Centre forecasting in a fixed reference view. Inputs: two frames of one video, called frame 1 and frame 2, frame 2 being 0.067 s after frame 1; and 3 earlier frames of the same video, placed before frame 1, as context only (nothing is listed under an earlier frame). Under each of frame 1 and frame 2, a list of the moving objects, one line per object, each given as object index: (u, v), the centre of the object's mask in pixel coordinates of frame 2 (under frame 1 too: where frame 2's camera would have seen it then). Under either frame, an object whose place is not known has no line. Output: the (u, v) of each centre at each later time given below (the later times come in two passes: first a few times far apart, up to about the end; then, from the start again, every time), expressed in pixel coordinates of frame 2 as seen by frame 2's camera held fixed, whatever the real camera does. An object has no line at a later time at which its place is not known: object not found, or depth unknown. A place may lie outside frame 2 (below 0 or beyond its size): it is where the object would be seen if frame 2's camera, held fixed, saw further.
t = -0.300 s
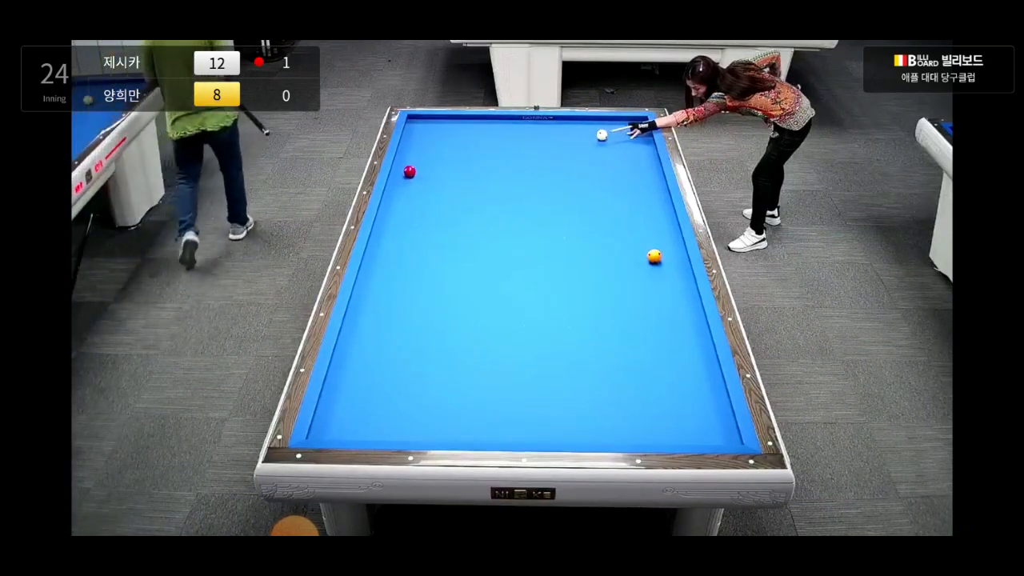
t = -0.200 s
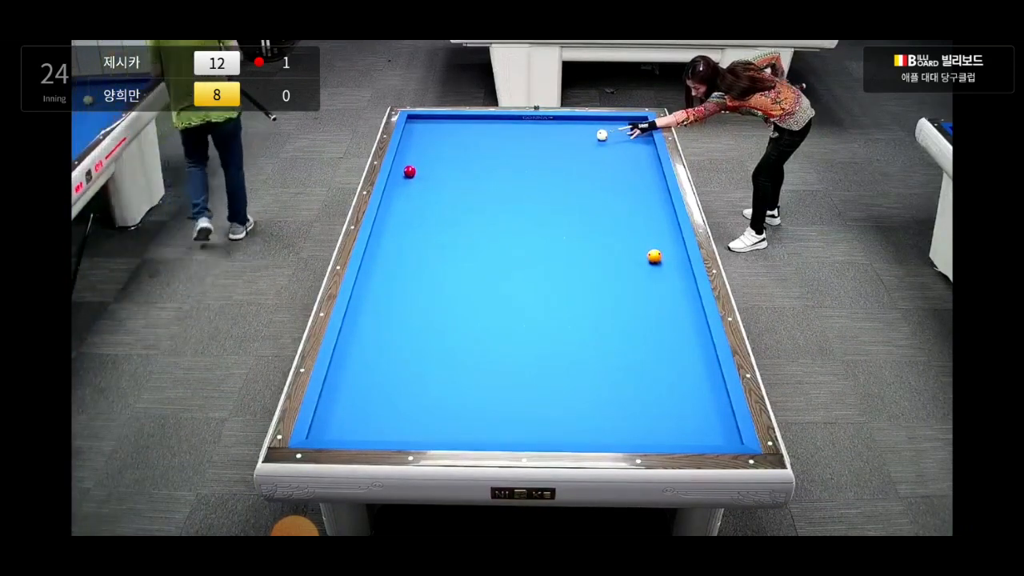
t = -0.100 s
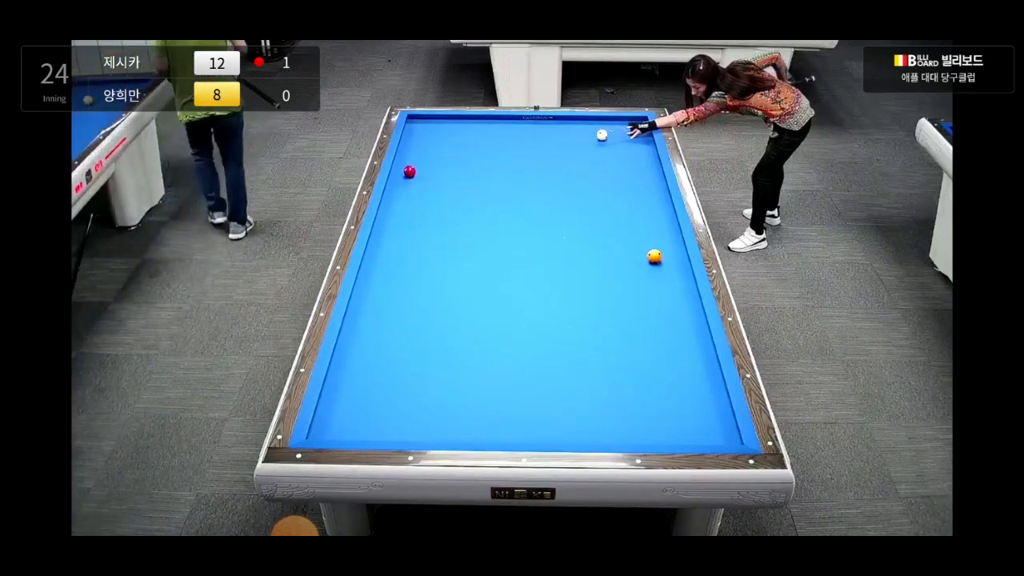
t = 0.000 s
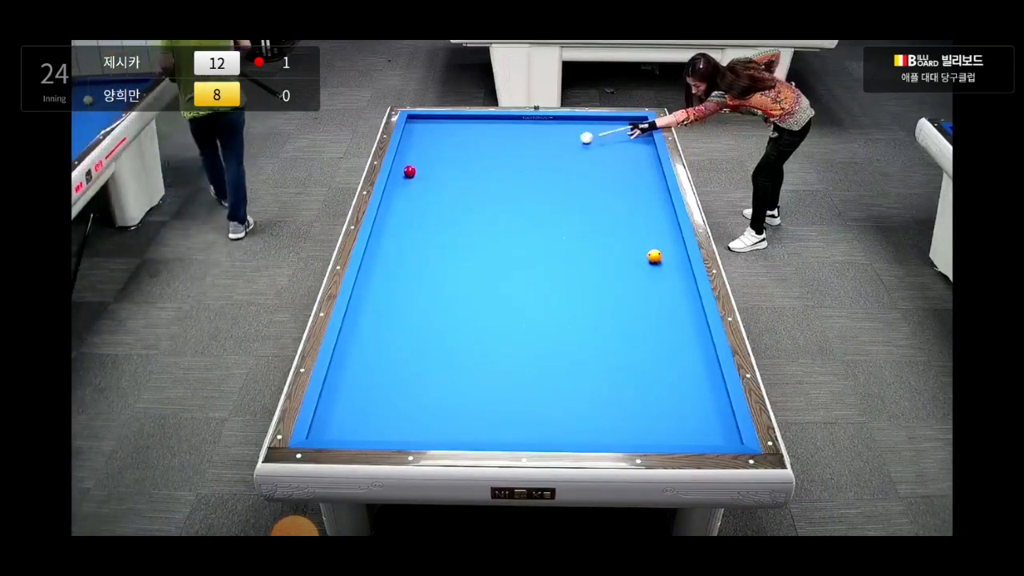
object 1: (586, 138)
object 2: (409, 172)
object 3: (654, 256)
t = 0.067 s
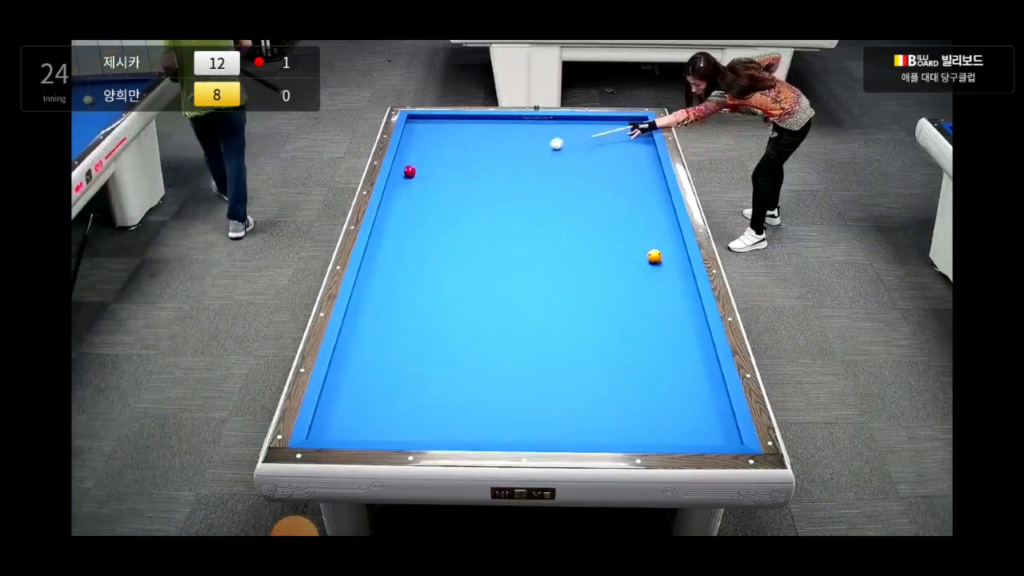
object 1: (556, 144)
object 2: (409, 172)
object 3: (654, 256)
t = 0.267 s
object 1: (470, 161)
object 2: (409, 172)
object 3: (654, 256)
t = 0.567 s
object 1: (408, 191)
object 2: (436, 171)
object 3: (654, 256)
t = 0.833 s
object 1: (387, 221)
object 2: (501, 171)
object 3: (654, 256)
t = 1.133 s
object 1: (400, 261)
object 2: (571, 171)
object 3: (654, 256)
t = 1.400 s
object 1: (412, 302)
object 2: (631, 170)
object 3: (655, 256)
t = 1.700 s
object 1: (429, 355)
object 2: (627, 170)
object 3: (655, 256)
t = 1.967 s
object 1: (447, 411)
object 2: (593, 169)
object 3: (655, 256)
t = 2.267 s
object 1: (488, 410)
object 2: (556, 168)
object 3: (655, 256)
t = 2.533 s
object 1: (530, 380)
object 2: (523, 168)
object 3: (655, 256)
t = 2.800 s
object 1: (568, 352)
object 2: (491, 167)
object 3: (655, 256)
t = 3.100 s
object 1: (607, 324)
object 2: (456, 166)
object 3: (654, 256)
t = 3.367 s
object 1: (638, 302)
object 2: (426, 166)
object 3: (654, 256)
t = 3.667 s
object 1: (669, 279)
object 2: (398, 165)
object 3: (654, 256)
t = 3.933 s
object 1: (676, 261)
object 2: (416, 165)
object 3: (654, 256)
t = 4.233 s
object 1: (659, 244)
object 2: (435, 165)
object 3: (647, 256)
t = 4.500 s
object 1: (648, 230)
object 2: (451, 165)
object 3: (638, 257)
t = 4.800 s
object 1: (637, 216)
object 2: (468, 165)
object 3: (629, 257)
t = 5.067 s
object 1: (628, 204)
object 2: (483, 165)
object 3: (622, 257)
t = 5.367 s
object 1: (619, 191)
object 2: (499, 165)
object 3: (614, 256)
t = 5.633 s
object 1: (611, 181)
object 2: (512, 165)
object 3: (608, 256)
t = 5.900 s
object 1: (603, 172)
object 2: (525, 165)
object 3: (603, 256)
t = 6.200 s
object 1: (595, 162)
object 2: (539, 165)
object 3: (598, 256)
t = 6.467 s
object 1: (589, 153)
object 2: (551, 165)
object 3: (594, 256)
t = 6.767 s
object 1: (583, 145)
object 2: (564, 165)
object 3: (590, 256)
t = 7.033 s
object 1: (577, 137)
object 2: (574, 165)
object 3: (587, 256)
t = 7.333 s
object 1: (571, 130)
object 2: (586, 165)
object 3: (585, 256)
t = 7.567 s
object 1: (567, 124)
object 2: (594, 164)
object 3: (584, 256)
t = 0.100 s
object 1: (541, 147)
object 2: (409, 172)
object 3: (654, 256)
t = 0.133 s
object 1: (527, 150)
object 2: (409, 172)
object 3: (654, 256)
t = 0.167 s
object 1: (512, 153)
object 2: (409, 172)
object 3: (654, 256)
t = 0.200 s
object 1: (498, 156)
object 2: (409, 172)
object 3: (654, 256)
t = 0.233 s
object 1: (484, 159)
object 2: (409, 172)
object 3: (654, 256)
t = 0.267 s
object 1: (470, 161)
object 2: (409, 172)
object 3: (654, 256)
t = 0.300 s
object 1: (456, 164)
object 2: (409, 172)
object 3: (654, 256)
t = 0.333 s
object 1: (441, 167)
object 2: (409, 172)
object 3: (654, 256)
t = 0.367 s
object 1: (427, 170)
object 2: (409, 172)
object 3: (654, 256)
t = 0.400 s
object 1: (420, 174)
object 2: (401, 172)
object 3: (654, 256)
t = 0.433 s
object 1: (419, 177)
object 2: (398, 172)
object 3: (654, 256)
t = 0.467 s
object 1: (417, 181)
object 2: (408, 171)
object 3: (654, 256)
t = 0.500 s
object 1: (414, 184)
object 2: (418, 171)
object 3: (654, 256)
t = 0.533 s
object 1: (411, 187)
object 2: (427, 171)
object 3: (654, 256)
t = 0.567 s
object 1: (408, 191)
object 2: (436, 171)
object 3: (654, 256)
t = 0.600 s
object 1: (404, 194)
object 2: (445, 171)
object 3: (654, 256)
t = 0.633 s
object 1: (399, 198)
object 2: (454, 171)
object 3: (654, 256)
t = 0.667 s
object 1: (395, 202)
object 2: (462, 171)
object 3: (654, 256)
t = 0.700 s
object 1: (390, 205)
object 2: (470, 171)
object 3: (654, 256)
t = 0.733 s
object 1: (384, 209)
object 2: (478, 171)
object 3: (654, 256)
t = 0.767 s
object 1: (384, 213)
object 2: (485, 171)
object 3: (654, 256)
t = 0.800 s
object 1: (386, 217)
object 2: (493, 171)
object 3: (654, 256)
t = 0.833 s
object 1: (387, 221)
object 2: (501, 171)
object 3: (654, 256)
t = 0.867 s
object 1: (389, 225)
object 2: (509, 171)
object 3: (654, 256)
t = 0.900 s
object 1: (390, 229)
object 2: (516, 171)
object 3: (654, 256)
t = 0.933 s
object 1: (391, 234)
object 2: (524, 171)
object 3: (654, 256)
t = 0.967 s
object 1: (392, 238)
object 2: (532, 171)
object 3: (654, 256)
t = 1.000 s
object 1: (394, 243)
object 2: (540, 171)
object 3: (654, 256)
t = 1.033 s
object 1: (395, 247)
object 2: (547, 171)
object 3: (654, 256)
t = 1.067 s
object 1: (397, 252)
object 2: (555, 171)
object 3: (654, 256)
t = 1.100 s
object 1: (398, 256)
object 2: (563, 171)
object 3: (654, 256)
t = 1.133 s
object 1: (400, 261)
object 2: (571, 171)
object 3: (654, 256)
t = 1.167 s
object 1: (401, 266)
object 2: (578, 171)
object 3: (655, 256)
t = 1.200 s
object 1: (403, 271)
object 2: (586, 170)
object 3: (655, 256)
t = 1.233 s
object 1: (404, 276)
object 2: (593, 170)
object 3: (655, 256)
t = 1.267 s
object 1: (406, 281)
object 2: (601, 170)
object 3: (655, 256)
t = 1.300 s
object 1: (407, 286)
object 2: (609, 170)
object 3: (655, 256)
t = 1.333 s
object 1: (409, 291)
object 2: (616, 170)
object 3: (655, 256)
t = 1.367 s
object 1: (411, 296)
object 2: (623, 170)
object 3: (655, 256)
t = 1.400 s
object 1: (412, 302)
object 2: (631, 170)
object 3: (655, 256)
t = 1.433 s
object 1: (414, 308)
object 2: (639, 170)
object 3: (655, 256)
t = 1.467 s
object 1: (416, 313)
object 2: (646, 170)
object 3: (655, 256)
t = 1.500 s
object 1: (418, 319)
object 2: (654, 170)
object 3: (655, 256)
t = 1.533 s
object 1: (419, 325)
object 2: (655, 170)
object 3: (655, 256)
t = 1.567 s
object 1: (421, 331)
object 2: (649, 170)
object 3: (655, 256)
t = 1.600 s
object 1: (423, 336)
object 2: (643, 170)
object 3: (655, 256)
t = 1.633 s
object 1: (425, 343)
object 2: (637, 170)
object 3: (655, 256)
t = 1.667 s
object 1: (427, 349)
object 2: (632, 170)
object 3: (655, 256)
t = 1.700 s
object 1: (429, 355)
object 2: (627, 170)
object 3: (655, 256)
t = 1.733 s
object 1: (431, 362)
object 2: (622, 170)
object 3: (655, 256)
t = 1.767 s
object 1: (433, 369)
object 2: (618, 169)
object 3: (655, 256)
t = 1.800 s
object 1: (435, 375)
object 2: (614, 169)
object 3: (655, 256)
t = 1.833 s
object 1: (438, 382)
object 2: (610, 169)
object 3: (655, 256)
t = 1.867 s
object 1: (440, 389)
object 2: (605, 169)
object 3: (655, 256)
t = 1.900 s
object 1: (442, 396)
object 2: (601, 169)
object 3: (655, 256)
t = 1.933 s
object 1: (444, 404)
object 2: (597, 169)
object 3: (655, 256)
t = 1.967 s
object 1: (447, 411)
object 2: (593, 169)
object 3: (655, 256)
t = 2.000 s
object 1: (449, 419)
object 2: (589, 169)
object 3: (655, 256)
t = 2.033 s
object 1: (451, 426)
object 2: (585, 169)
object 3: (655, 256)
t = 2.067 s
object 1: (454, 433)
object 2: (580, 169)
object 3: (655, 256)
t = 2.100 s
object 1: (458, 434)
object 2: (576, 169)
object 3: (655, 256)
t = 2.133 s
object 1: (465, 430)
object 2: (572, 168)
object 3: (655, 256)
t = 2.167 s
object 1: (471, 424)
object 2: (568, 168)
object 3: (655, 256)
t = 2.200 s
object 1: (477, 419)
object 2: (564, 168)
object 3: (655, 256)
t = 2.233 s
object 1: (483, 415)
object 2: (560, 168)
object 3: (655, 256)
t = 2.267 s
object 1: (488, 410)
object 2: (556, 168)
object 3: (655, 256)
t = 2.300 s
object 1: (494, 406)
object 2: (551, 168)
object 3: (655, 256)
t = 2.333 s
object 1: (499, 402)
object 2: (547, 168)
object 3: (655, 256)
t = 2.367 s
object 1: (505, 398)
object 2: (543, 168)
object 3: (655, 256)
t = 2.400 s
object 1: (510, 395)
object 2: (539, 168)
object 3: (655, 256)
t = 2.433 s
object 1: (515, 391)
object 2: (535, 168)
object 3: (655, 256)
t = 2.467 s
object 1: (520, 387)
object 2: (531, 168)
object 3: (655, 256)
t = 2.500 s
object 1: (525, 383)
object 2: (527, 168)
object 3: (655, 256)
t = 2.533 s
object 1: (530, 380)
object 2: (523, 168)
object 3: (655, 256)
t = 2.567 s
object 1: (535, 376)
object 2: (519, 168)
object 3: (655, 256)
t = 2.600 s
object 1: (540, 372)
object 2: (515, 167)
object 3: (655, 256)
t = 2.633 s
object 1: (545, 369)
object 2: (511, 167)
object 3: (655, 256)
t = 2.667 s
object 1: (550, 365)
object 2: (507, 167)
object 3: (655, 256)
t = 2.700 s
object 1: (554, 362)
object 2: (503, 167)
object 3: (655, 256)
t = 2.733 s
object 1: (559, 359)
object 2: (499, 167)
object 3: (655, 256)
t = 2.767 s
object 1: (564, 355)
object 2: (495, 167)
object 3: (655, 256)
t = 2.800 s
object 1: (568, 352)
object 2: (491, 167)
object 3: (655, 256)
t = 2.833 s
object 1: (573, 349)
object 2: (488, 167)
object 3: (655, 256)
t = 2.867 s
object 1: (577, 346)
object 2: (484, 167)
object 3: (655, 256)
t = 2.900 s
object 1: (581, 343)
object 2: (480, 167)
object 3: (654, 257)
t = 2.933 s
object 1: (586, 339)
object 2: (476, 167)
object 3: (655, 256)
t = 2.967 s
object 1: (590, 336)
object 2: (472, 167)
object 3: (655, 256)
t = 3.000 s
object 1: (594, 333)
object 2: (468, 167)
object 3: (655, 256)
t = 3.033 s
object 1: (598, 330)
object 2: (464, 167)
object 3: (654, 256)
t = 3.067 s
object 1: (602, 327)
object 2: (460, 166)
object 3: (654, 256)
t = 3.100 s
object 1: (607, 324)
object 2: (456, 166)
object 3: (654, 256)
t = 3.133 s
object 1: (610, 321)
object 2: (453, 166)
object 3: (654, 256)
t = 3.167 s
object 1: (615, 318)
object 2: (449, 166)
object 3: (654, 256)
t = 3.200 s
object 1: (619, 315)
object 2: (445, 166)
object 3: (654, 256)
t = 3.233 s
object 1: (622, 312)
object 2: (441, 166)
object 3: (654, 256)
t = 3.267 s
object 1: (626, 310)
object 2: (438, 166)
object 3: (655, 256)
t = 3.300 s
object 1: (630, 307)
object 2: (434, 166)
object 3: (654, 256)
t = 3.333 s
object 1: (634, 304)
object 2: (430, 166)
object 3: (654, 256)
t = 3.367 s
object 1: (638, 302)
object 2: (426, 166)
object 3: (654, 256)
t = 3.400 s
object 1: (641, 299)
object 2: (423, 166)
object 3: (654, 256)
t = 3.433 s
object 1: (645, 296)
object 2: (419, 166)
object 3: (654, 256)
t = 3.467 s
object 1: (649, 294)
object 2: (415, 166)
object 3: (654, 256)
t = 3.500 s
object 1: (652, 291)
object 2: (412, 166)
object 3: (654, 256)
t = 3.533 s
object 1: (655, 289)
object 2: (408, 165)
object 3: (654, 256)
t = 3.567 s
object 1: (659, 286)
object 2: (404, 165)
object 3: (654, 256)
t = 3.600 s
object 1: (663, 284)
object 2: (401, 166)
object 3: (654, 256)
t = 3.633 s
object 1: (666, 281)
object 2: (397, 166)
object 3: (654, 256)
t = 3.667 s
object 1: (669, 279)
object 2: (398, 165)
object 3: (654, 256)
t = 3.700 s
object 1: (673, 276)
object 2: (401, 165)
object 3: (654, 256)
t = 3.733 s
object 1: (676, 274)
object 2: (404, 165)
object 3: (654, 256)
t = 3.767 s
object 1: (679, 272)
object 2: (406, 165)
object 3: (654, 256)
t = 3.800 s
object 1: (683, 269)
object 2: (408, 165)
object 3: (654, 256)
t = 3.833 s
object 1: (684, 267)
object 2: (410, 165)
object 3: (654, 256)
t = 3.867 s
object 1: (681, 265)
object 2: (412, 165)
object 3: (654, 256)
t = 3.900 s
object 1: (678, 263)
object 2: (414, 165)
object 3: (654, 256)
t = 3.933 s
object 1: (676, 261)
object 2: (416, 165)
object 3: (654, 256)
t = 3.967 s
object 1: (673, 259)
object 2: (419, 165)
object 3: (654, 257)
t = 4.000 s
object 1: (670, 257)
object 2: (421, 165)
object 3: (654, 256)
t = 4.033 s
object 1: (668, 255)
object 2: (423, 165)
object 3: (654, 257)
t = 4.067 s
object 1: (666, 253)
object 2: (425, 165)
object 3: (652, 256)
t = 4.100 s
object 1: (665, 251)
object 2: (427, 165)
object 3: (651, 256)
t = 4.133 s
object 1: (663, 249)
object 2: (429, 165)
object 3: (650, 257)
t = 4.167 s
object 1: (662, 248)
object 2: (431, 165)
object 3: (649, 257)
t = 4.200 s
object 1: (660, 246)
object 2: (433, 165)
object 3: (648, 256)
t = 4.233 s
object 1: (659, 244)
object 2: (435, 165)
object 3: (647, 256)
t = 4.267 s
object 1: (658, 242)
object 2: (437, 165)
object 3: (646, 256)
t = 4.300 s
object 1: (656, 240)
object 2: (439, 165)
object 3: (645, 256)
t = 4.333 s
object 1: (655, 239)
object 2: (441, 165)
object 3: (643, 256)
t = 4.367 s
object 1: (654, 237)
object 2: (443, 165)
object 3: (642, 257)
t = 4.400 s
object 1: (652, 235)
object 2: (445, 165)
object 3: (641, 256)
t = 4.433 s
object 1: (651, 233)
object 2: (447, 165)
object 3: (640, 257)
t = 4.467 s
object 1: (650, 232)
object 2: (449, 165)
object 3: (639, 257)
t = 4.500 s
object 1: (648, 230)
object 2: (451, 165)
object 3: (638, 257)
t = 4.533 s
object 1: (647, 228)
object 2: (453, 165)
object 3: (637, 257)
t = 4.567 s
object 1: (646, 227)
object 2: (455, 165)
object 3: (636, 257)
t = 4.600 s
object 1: (645, 225)
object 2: (457, 165)
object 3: (635, 257)
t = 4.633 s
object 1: (643, 223)
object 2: (459, 165)
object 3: (634, 257)
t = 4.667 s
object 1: (642, 222)
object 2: (461, 165)
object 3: (633, 257)
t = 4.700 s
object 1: (641, 220)
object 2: (463, 165)
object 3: (632, 257)
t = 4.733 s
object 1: (640, 219)
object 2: (464, 165)
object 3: (631, 257)
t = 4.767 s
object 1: (638, 217)
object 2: (466, 165)
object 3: (630, 257)
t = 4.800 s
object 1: (637, 216)
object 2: (468, 165)
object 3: (629, 257)
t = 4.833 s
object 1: (636, 214)
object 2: (470, 165)
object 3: (628, 257)
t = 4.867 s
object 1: (635, 213)
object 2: (472, 165)
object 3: (627, 257)
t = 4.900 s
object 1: (634, 211)
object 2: (474, 165)
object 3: (626, 257)
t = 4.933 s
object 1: (633, 210)
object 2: (476, 165)
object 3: (625, 256)
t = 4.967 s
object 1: (632, 208)
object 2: (477, 165)
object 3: (624, 256)
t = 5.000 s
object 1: (630, 207)
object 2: (479, 165)
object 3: (624, 257)
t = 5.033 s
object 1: (630, 205)
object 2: (481, 165)
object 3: (623, 257)
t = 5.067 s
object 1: (628, 204)
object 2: (483, 165)
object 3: (622, 257)
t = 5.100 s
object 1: (627, 202)
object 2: (485, 165)
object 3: (621, 256)
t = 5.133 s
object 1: (626, 201)
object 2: (486, 165)
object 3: (620, 257)
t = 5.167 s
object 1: (625, 200)
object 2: (488, 165)
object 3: (619, 257)
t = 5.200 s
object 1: (624, 198)
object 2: (490, 165)
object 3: (618, 257)
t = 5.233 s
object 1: (623, 197)
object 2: (492, 165)
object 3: (618, 256)
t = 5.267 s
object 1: (622, 195)
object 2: (494, 165)
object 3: (617, 257)
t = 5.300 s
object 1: (621, 194)
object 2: (495, 165)
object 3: (616, 256)
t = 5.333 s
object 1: (620, 193)
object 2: (497, 165)
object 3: (615, 256)
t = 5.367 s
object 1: (619, 191)
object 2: (499, 165)
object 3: (614, 256)
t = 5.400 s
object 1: (618, 190)
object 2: (500, 165)
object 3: (614, 256)
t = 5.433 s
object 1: (617, 189)
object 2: (502, 165)
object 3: (613, 256)
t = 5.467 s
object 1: (616, 187)
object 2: (504, 165)
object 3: (612, 256)
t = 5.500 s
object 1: (614, 186)
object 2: (506, 165)
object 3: (611, 256)
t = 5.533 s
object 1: (614, 185)
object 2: (507, 165)
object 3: (610, 257)
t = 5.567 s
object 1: (613, 184)
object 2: (509, 165)
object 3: (610, 256)
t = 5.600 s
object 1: (612, 182)
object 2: (511, 165)
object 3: (609, 256)
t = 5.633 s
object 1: (611, 181)
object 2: (512, 165)
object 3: (608, 256)
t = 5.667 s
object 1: (610, 180)
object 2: (514, 165)
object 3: (608, 256)
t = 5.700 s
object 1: (609, 179)
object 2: (516, 165)
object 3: (607, 257)
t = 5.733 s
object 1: (608, 177)
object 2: (517, 165)
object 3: (606, 256)
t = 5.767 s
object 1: (607, 176)
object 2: (519, 165)
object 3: (605, 257)
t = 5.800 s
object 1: (606, 175)
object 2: (520, 165)
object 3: (605, 256)
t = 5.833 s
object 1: (605, 174)
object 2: (522, 165)
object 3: (604, 256)
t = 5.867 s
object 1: (604, 173)
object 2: (524, 165)
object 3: (604, 256)
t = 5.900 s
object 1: (603, 172)
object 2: (525, 165)
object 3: (603, 256)
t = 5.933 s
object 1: (603, 171)
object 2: (527, 165)
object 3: (603, 256)
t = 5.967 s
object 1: (602, 169)
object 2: (529, 165)
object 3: (602, 256)
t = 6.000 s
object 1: (601, 168)
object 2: (530, 165)
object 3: (601, 256)
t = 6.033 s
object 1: (600, 167)
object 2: (532, 165)
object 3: (601, 256)
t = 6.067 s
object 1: (599, 166)
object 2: (533, 165)
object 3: (600, 256)
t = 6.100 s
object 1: (598, 165)
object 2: (535, 165)
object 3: (600, 256)
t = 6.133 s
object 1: (597, 164)
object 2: (536, 165)
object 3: (599, 256)
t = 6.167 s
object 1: (597, 163)
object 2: (538, 165)
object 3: (598, 256)
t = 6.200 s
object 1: (595, 162)
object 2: (539, 165)
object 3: (598, 256)
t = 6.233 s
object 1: (595, 161)
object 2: (541, 165)
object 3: (597, 256)
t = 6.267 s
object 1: (594, 160)
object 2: (542, 165)
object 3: (597, 256)
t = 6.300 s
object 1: (593, 159)
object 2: (544, 165)
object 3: (596, 256)
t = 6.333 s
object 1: (593, 157)
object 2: (545, 165)
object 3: (596, 256)
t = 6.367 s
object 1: (592, 157)
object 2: (547, 165)
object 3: (595, 256)
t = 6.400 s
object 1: (591, 155)
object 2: (548, 165)
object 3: (595, 256)
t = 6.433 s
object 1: (590, 155)
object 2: (550, 165)
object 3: (594, 256)
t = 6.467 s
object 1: (589, 153)
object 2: (551, 165)
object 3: (594, 256)
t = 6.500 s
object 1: (589, 152)
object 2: (553, 165)
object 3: (593, 256)
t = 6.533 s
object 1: (588, 151)
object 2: (554, 165)
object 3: (593, 256)
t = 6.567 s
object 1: (587, 150)
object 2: (555, 165)
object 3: (593, 256)
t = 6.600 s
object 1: (586, 149)
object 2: (557, 165)
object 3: (592, 256)
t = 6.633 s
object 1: (586, 149)
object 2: (558, 165)
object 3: (592, 256)
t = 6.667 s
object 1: (585, 147)
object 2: (559, 165)
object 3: (591, 256)
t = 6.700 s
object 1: (584, 147)
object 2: (561, 165)
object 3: (591, 257)
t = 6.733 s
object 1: (583, 146)
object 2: (562, 165)
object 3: (590, 256)
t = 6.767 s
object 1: (583, 145)
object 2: (564, 165)
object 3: (590, 256)
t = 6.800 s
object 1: (582, 144)
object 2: (565, 165)
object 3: (590, 256)
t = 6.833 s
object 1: (581, 143)
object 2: (566, 165)
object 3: (589, 256)
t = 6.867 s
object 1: (580, 142)
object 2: (568, 165)
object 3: (589, 256)
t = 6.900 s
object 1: (580, 141)
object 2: (569, 165)
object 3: (588, 256)
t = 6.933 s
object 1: (579, 140)
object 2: (571, 165)
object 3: (588, 256)
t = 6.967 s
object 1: (578, 139)
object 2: (572, 165)
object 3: (588, 256)
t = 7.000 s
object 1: (578, 138)
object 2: (573, 165)
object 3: (587, 256)
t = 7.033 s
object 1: (577, 137)
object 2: (574, 165)
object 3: (587, 256)
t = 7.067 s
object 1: (576, 137)
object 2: (576, 165)
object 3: (587, 256)
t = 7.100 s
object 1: (576, 136)
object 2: (577, 165)
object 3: (587, 256)
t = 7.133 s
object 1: (575, 135)
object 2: (578, 165)
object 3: (587, 256)
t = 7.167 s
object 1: (574, 134)
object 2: (579, 165)
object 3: (586, 256)
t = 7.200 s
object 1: (574, 133)
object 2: (581, 165)
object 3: (586, 256)
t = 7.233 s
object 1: (573, 132)
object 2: (582, 165)
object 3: (586, 256)
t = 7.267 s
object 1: (572, 131)
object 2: (583, 165)
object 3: (585, 256)
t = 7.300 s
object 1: (571, 131)
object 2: (584, 165)
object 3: (585, 256)
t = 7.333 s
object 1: (571, 130)
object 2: (586, 165)
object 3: (585, 256)
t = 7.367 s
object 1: (570, 129)
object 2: (587, 165)
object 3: (585, 256)
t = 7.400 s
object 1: (569, 128)
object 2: (588, 165)
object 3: (584, 256)
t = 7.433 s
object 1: (569, 128)
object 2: (589, 165)
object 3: (584, 256)
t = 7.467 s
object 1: (568, 127)
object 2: (590, 165)
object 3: (584, 256)
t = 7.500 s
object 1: (568, 126)
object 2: (592, 165)
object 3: (584, 256)
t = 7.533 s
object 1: (567, 125)
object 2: (593, 165)
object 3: (584, 256)
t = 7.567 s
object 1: (567, 124)
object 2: (594, 164)
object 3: (584, 256)
